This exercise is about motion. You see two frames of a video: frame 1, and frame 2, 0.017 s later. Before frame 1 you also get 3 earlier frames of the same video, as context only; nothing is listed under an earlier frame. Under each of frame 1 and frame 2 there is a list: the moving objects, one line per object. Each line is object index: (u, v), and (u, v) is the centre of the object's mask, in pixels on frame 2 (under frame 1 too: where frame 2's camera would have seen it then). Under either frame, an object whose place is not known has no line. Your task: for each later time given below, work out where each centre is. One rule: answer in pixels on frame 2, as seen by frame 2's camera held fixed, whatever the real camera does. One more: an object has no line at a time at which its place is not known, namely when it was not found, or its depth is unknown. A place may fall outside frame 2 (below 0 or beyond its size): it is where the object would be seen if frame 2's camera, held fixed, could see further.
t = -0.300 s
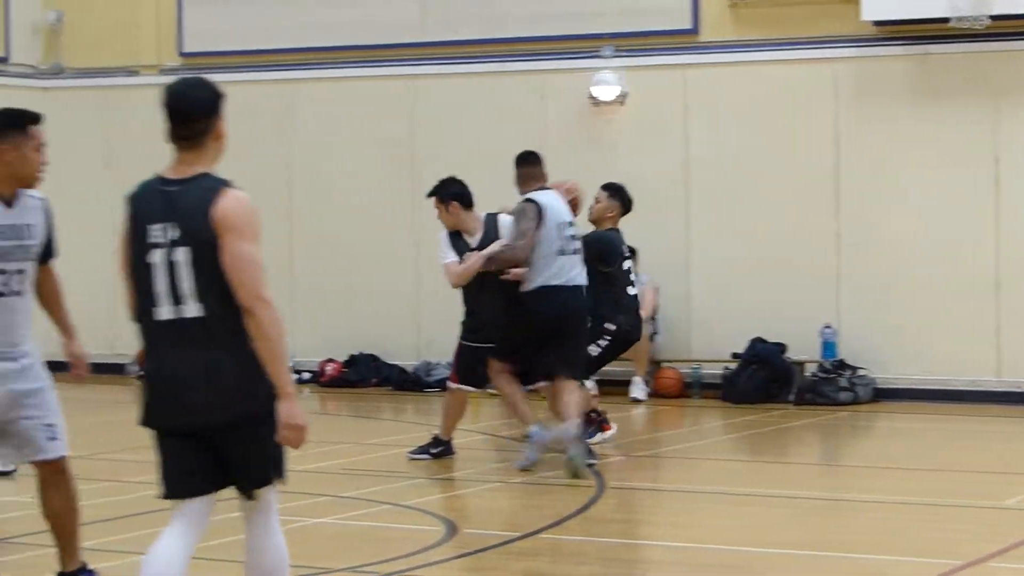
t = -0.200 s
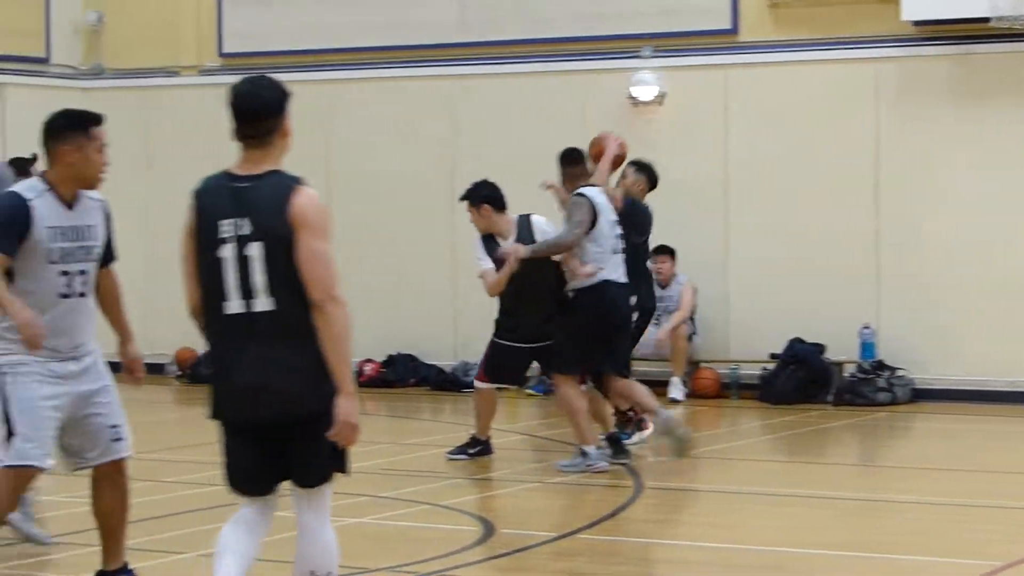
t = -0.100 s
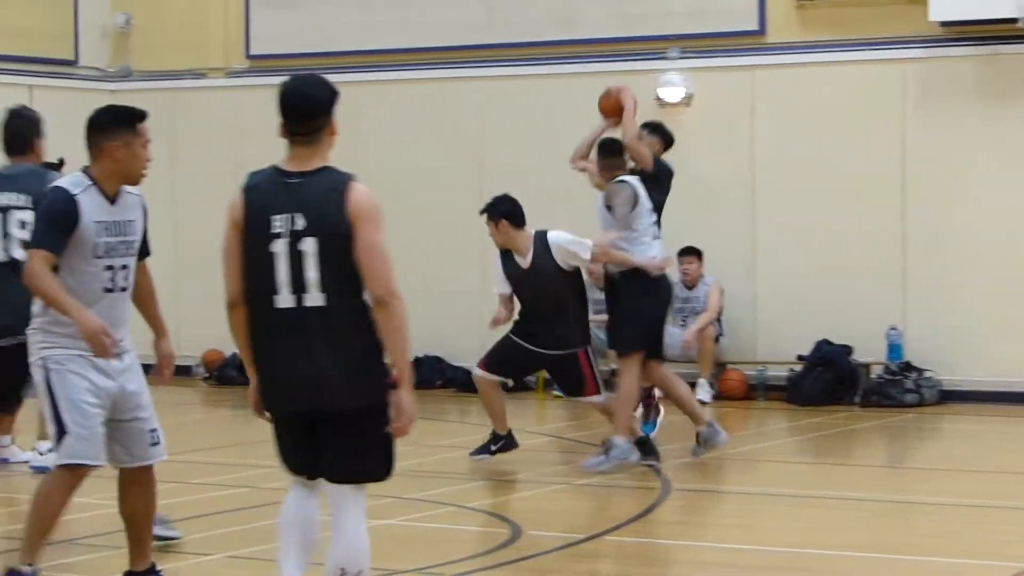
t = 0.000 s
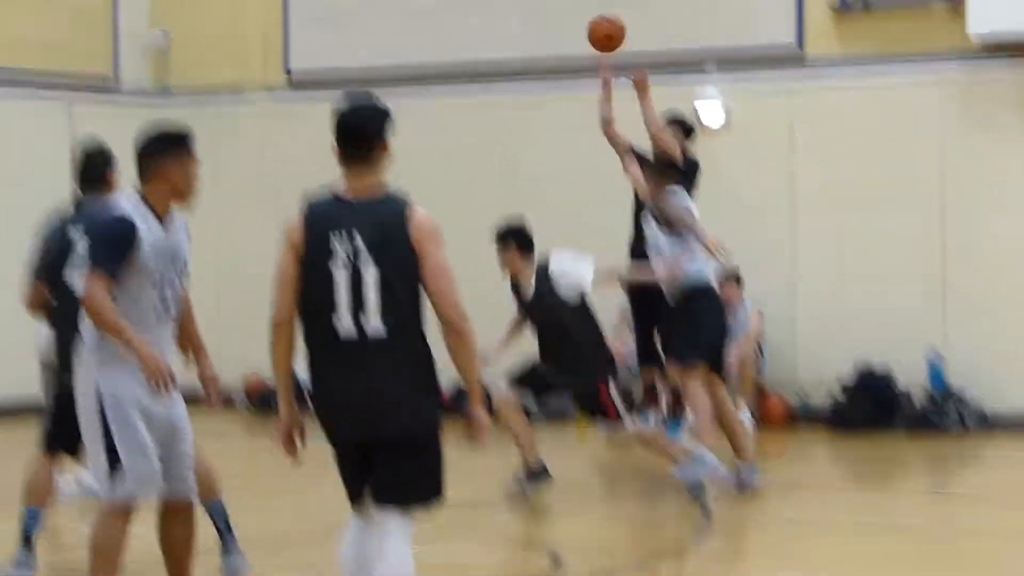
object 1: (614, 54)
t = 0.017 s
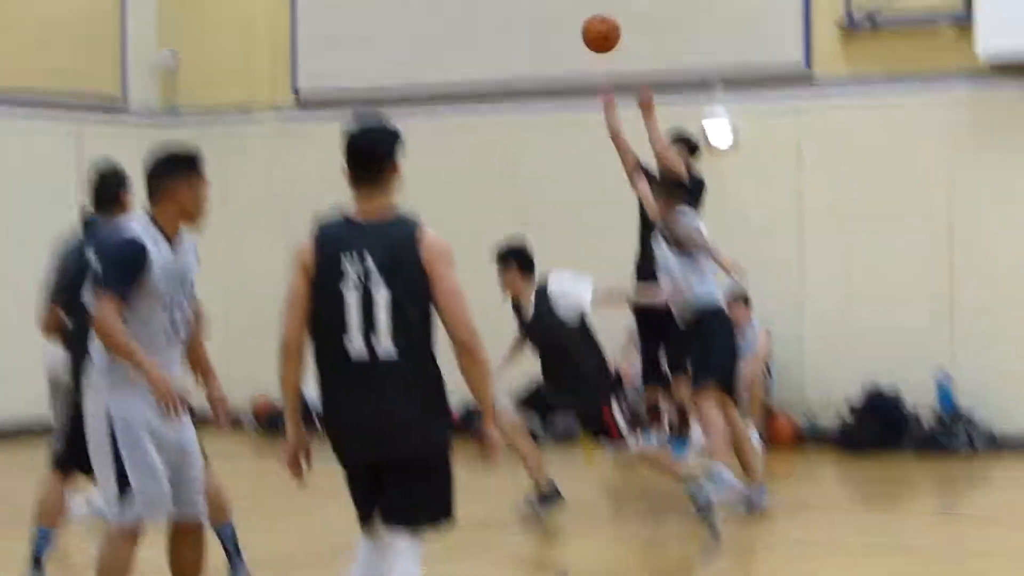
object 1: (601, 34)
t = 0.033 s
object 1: (588, 14)
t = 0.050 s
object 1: (575, -4)
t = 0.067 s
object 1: (561, -22)
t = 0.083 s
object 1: (548, -40)
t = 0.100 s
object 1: (534, -58)
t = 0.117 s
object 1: (521, -76)
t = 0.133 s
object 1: (507, -93)
